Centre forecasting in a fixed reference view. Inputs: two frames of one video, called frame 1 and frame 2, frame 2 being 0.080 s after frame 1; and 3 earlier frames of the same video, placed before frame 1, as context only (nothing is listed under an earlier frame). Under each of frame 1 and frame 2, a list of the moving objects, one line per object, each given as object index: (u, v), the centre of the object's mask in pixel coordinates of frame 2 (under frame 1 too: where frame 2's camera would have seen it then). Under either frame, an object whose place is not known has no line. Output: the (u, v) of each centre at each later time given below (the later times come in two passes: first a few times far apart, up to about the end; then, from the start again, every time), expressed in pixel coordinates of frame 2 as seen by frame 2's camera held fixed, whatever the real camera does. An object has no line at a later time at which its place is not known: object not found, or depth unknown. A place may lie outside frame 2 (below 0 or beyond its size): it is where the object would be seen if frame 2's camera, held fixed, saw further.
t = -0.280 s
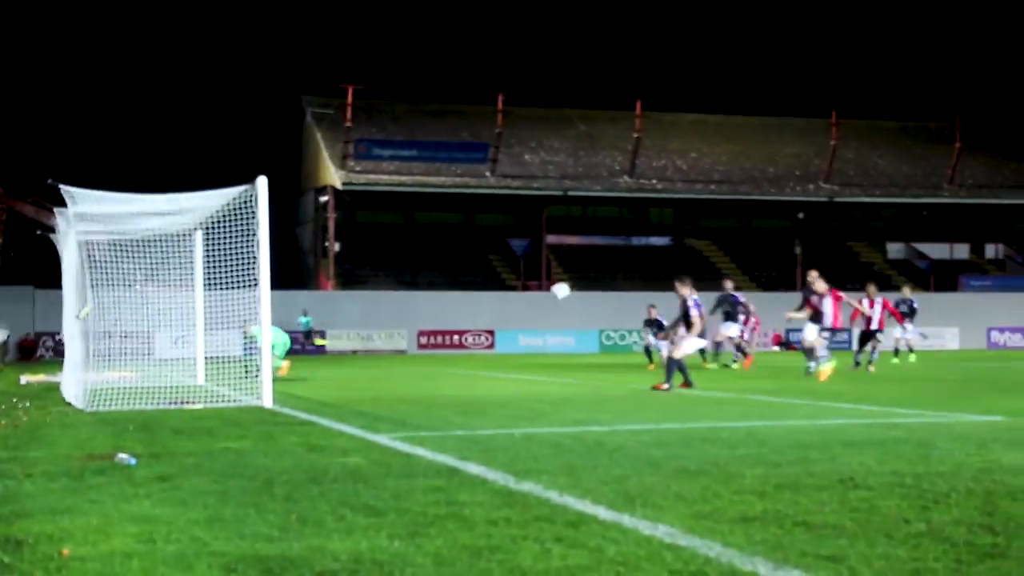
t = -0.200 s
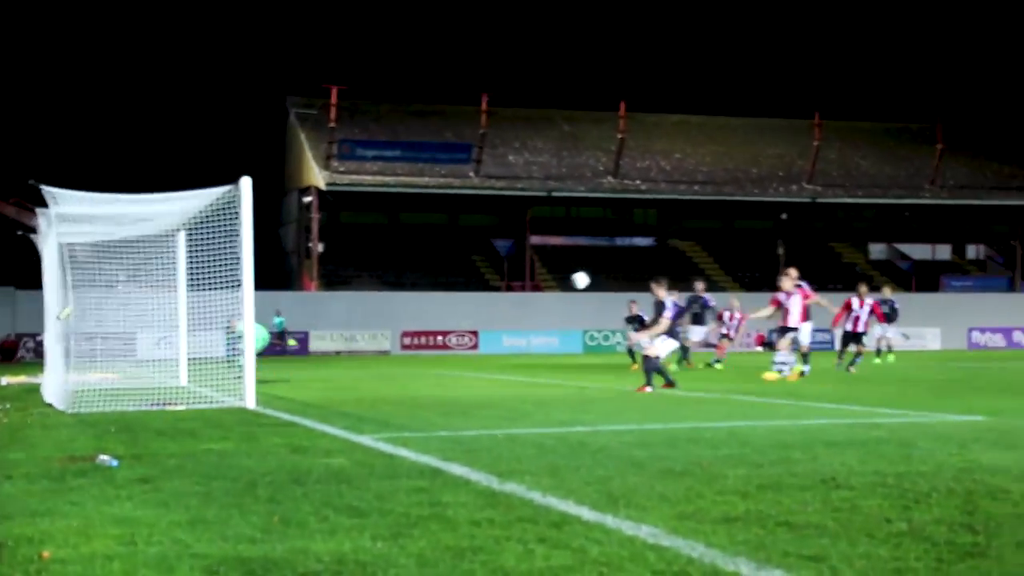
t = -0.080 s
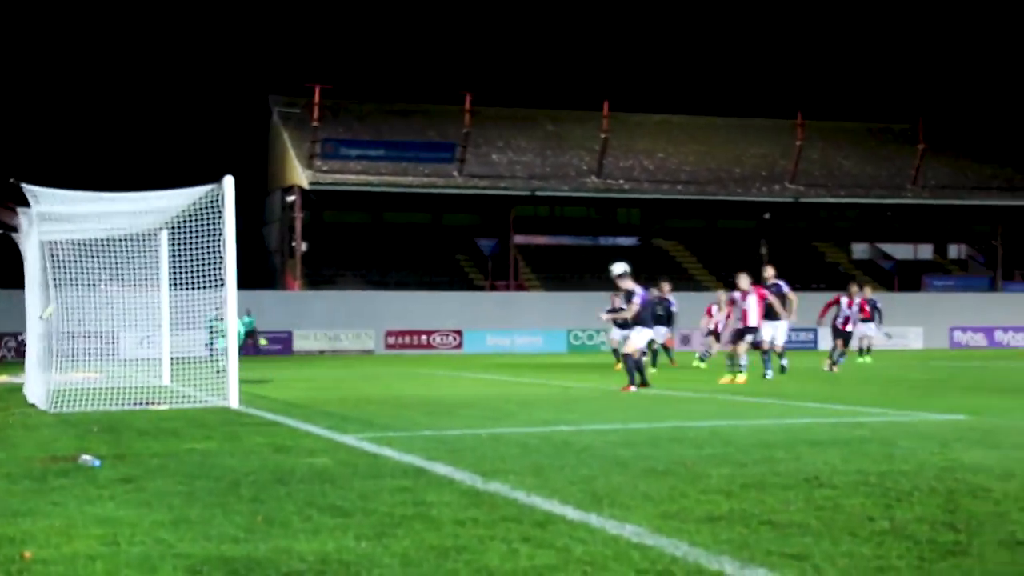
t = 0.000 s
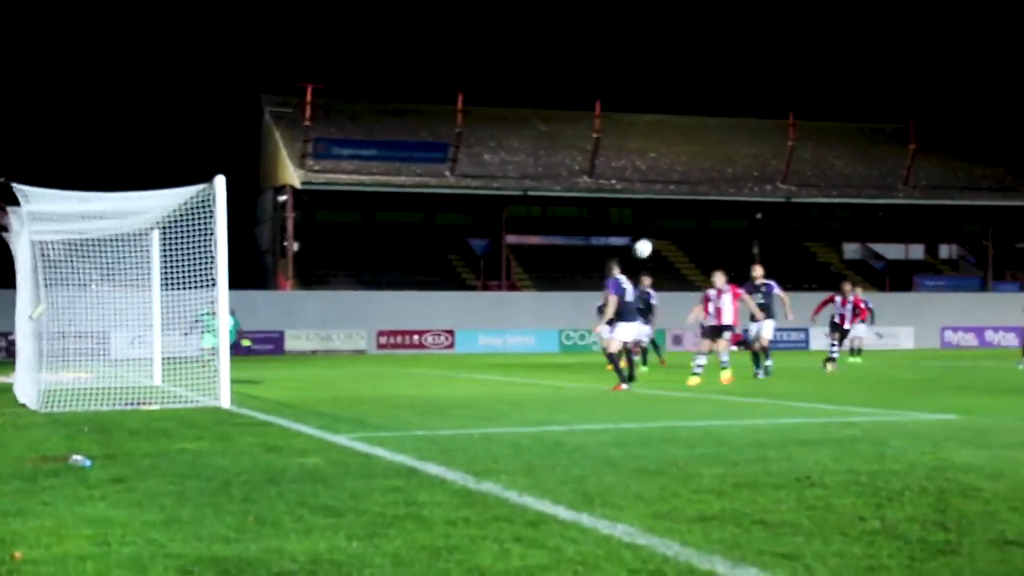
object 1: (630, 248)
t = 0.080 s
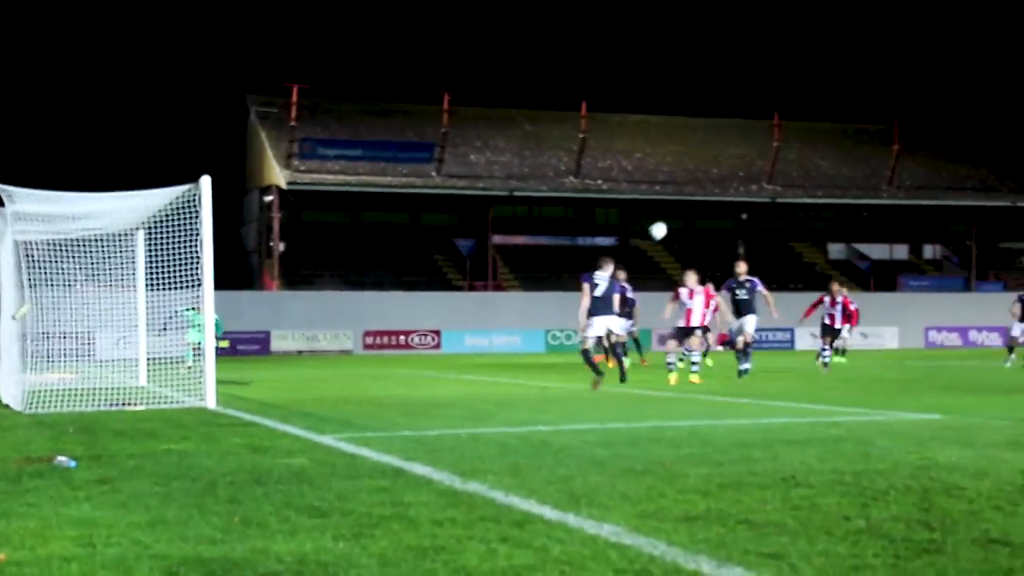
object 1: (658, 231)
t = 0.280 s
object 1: (726, 217)
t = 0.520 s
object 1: (798, 217)
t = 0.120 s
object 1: (672, 227)
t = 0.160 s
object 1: (686, 224)
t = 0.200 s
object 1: (699, 220)
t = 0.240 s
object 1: (712, 217)
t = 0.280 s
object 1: (726, 217)
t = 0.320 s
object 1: (739, 216)
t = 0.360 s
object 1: (752, 213)
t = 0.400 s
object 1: (764, 213)
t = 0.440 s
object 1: (776, 216)
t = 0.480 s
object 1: (788, 218)
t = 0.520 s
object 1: (798, 217)
